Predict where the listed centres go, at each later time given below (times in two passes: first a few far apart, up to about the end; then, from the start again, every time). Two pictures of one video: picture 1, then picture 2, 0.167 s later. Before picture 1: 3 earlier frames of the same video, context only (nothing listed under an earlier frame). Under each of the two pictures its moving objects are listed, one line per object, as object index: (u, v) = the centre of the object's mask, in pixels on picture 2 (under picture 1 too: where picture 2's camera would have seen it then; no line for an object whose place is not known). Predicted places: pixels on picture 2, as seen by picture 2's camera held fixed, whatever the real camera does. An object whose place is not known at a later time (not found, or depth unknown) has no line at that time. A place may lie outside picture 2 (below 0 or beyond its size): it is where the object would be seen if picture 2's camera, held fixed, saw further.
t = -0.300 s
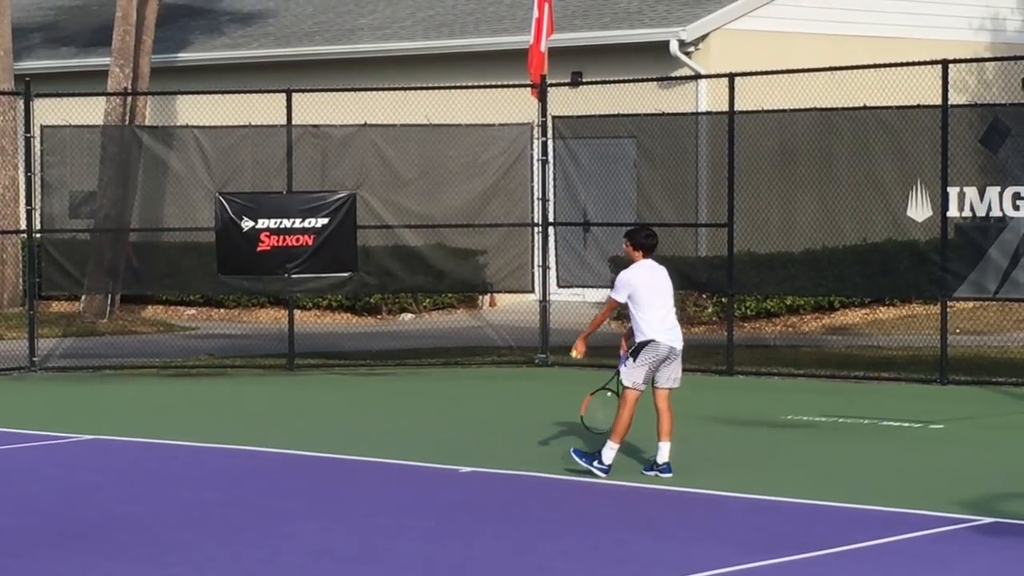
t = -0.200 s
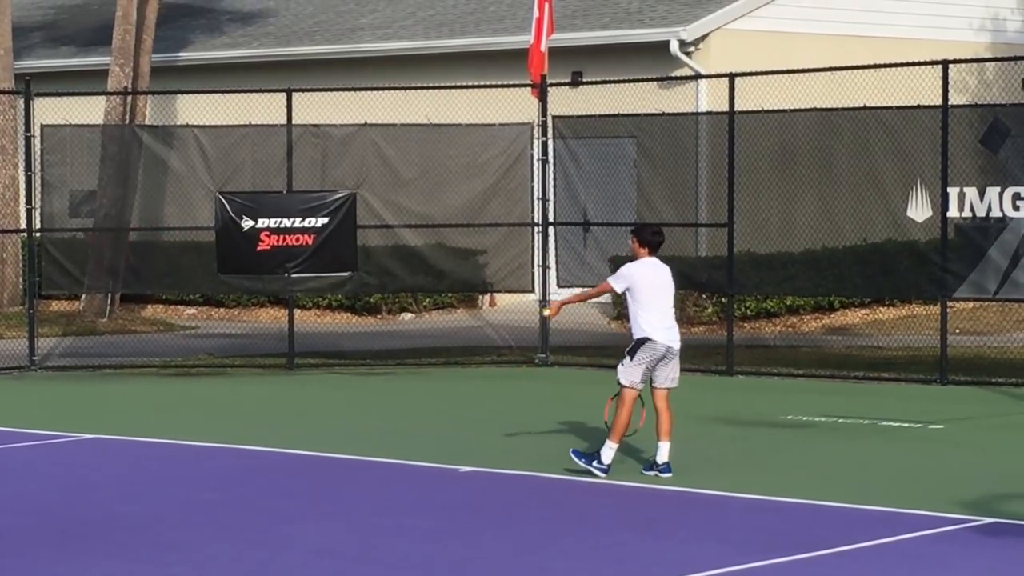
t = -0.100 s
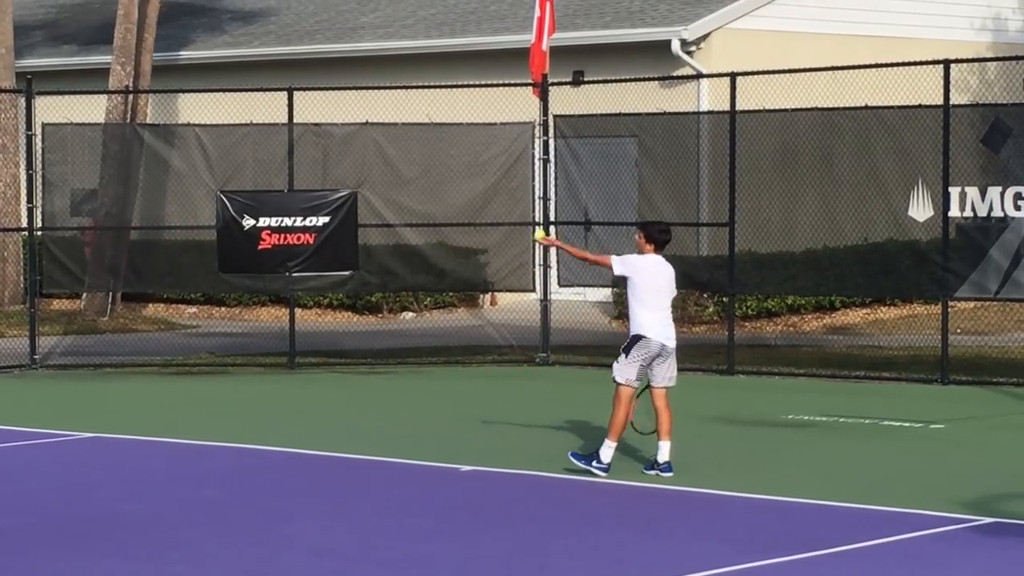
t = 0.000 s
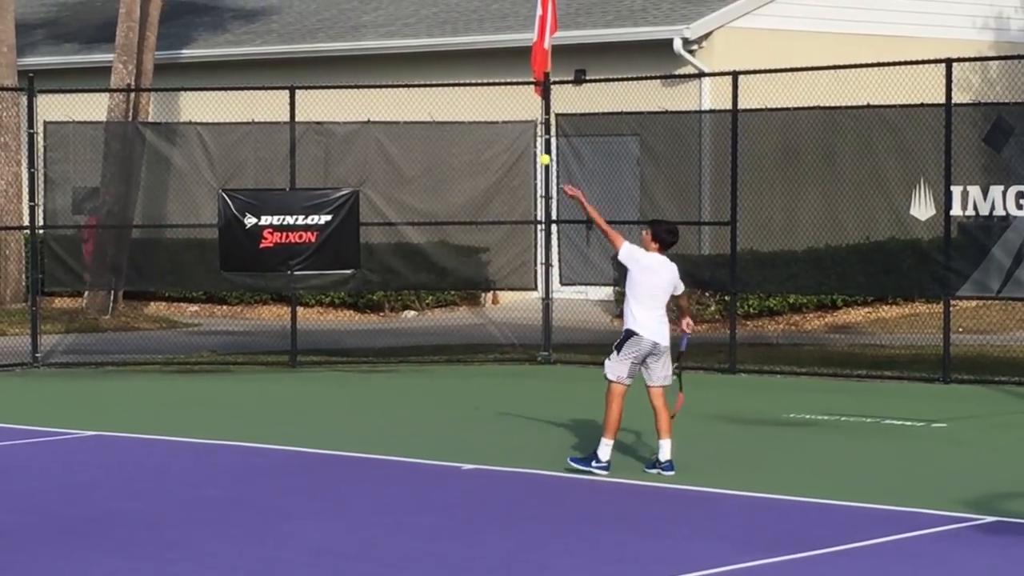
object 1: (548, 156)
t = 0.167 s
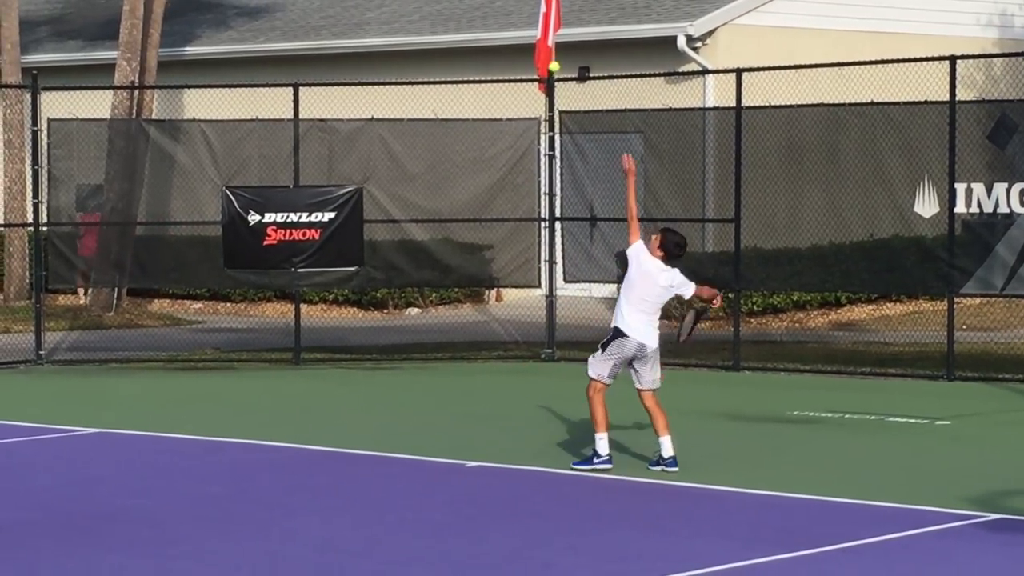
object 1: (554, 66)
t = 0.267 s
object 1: (558, 32)
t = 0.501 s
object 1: (566, 10)
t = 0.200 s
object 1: (556, 53)
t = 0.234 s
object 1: (557, 42)
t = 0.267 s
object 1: (558, 32)
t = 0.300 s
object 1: (559, 25)
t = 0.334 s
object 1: (560, 18)
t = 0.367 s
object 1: (561, 13)
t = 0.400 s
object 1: (562, 10)
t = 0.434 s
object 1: (563, 9)
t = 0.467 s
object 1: (564, 9)
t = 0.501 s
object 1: (566, 10)
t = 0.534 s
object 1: (567, 14)
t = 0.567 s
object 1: (568, 20)
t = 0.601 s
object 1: (568, 27)
